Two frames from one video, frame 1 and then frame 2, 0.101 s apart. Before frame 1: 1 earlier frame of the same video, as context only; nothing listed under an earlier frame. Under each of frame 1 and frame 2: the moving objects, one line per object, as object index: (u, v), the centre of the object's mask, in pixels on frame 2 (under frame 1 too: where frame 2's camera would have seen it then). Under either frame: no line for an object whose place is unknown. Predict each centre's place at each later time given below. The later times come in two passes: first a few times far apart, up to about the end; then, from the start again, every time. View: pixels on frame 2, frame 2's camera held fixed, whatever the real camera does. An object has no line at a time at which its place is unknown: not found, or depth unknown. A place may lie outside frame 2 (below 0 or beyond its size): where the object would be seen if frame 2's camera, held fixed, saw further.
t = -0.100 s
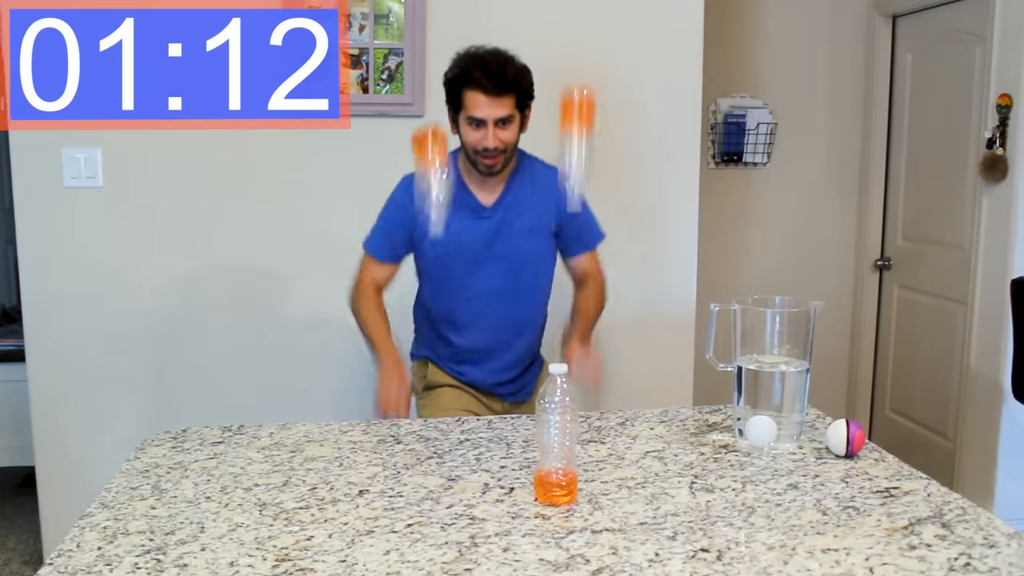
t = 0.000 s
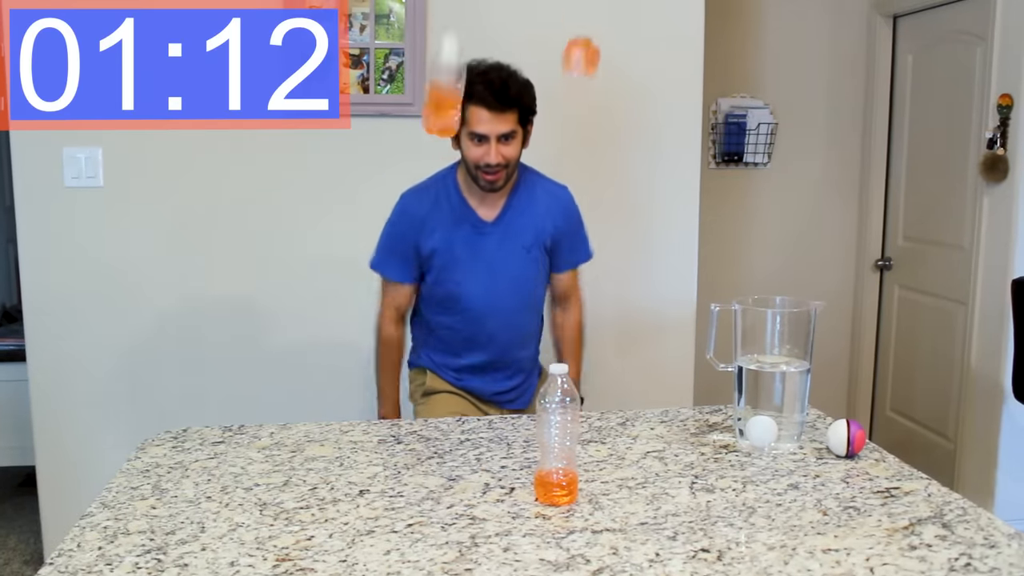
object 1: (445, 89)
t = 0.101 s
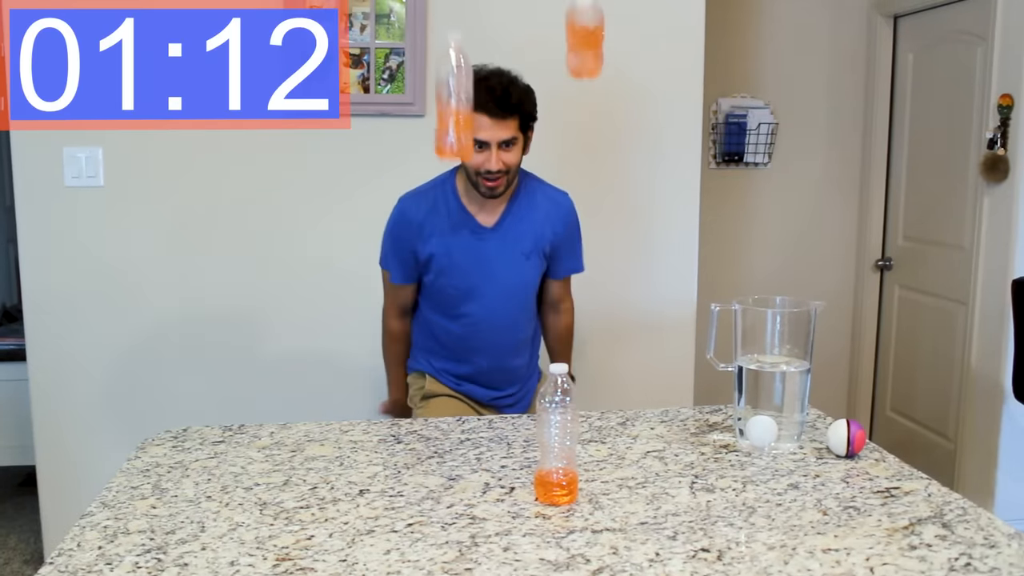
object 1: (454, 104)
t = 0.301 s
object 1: (477, 339)
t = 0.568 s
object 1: (491, 433)
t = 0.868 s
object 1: (492, 433)
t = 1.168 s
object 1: (492, 433)
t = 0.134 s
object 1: (458, 127)
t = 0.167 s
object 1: (461, 153)
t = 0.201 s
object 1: (466, 194)
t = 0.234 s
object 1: (470, 234)
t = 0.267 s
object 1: (473, 282)
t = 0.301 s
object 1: (477, 339)
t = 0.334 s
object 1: (481, 402)
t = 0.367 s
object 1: (483, 433)
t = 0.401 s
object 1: (485, 428)
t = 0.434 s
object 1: (486, 425)
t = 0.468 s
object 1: (488, 425)
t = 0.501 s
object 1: (490, 427)
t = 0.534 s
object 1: (491, 433)
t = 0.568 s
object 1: (491, 433)
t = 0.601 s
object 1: (492, 433)
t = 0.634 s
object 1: (492, 433)
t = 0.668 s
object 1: (492, 433)
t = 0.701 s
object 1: (492, 433)
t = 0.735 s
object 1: (492, 433)
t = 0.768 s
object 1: (492, 433)
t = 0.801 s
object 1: (492, 433)
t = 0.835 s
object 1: (492, 433)
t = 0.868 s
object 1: (492, 433)
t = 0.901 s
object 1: (492, 433)
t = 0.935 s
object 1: (492, 433)
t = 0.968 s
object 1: (492, 433)
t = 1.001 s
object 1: (492, 433)
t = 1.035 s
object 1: (492, 433)
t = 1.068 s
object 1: (492, 433)
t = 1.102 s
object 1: (492, 433)
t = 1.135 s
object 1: (492, 433)
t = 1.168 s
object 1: (492, 433)
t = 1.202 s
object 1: (492, 433)
